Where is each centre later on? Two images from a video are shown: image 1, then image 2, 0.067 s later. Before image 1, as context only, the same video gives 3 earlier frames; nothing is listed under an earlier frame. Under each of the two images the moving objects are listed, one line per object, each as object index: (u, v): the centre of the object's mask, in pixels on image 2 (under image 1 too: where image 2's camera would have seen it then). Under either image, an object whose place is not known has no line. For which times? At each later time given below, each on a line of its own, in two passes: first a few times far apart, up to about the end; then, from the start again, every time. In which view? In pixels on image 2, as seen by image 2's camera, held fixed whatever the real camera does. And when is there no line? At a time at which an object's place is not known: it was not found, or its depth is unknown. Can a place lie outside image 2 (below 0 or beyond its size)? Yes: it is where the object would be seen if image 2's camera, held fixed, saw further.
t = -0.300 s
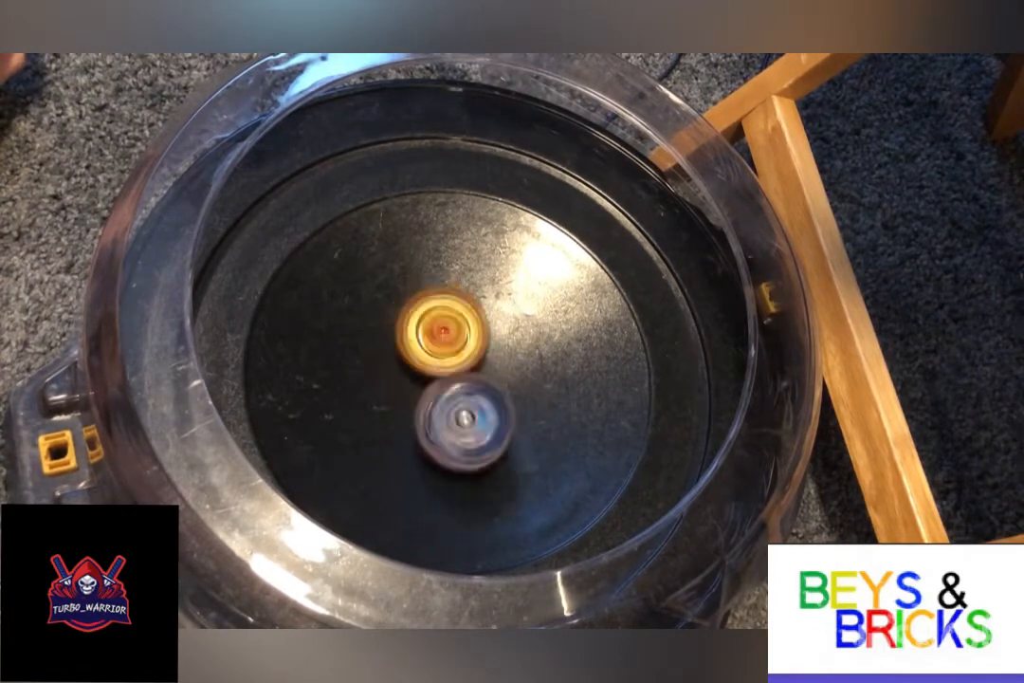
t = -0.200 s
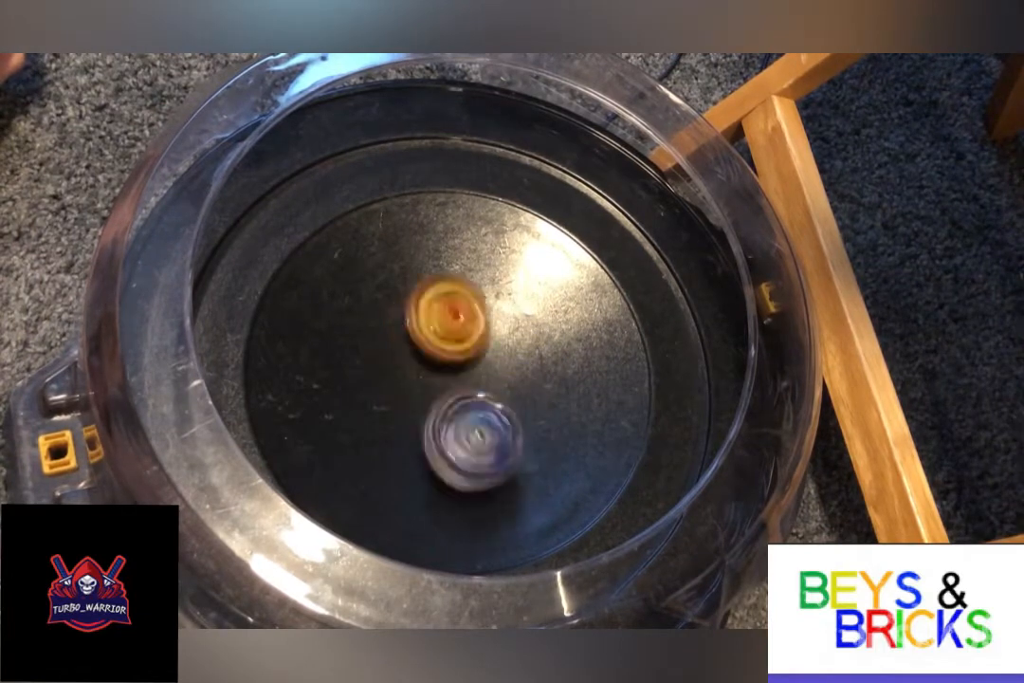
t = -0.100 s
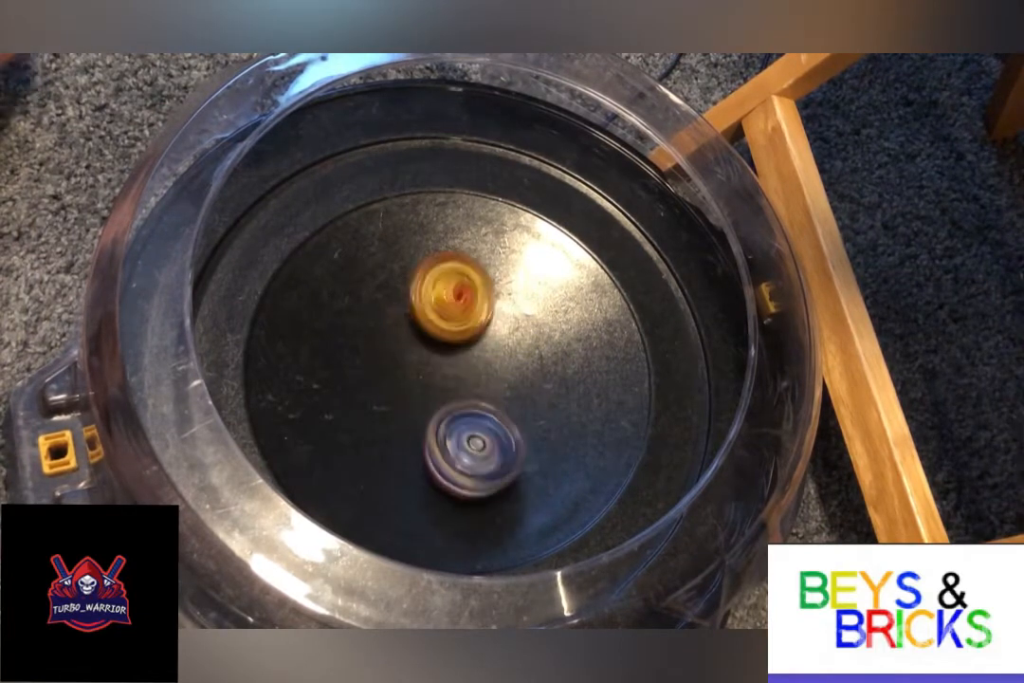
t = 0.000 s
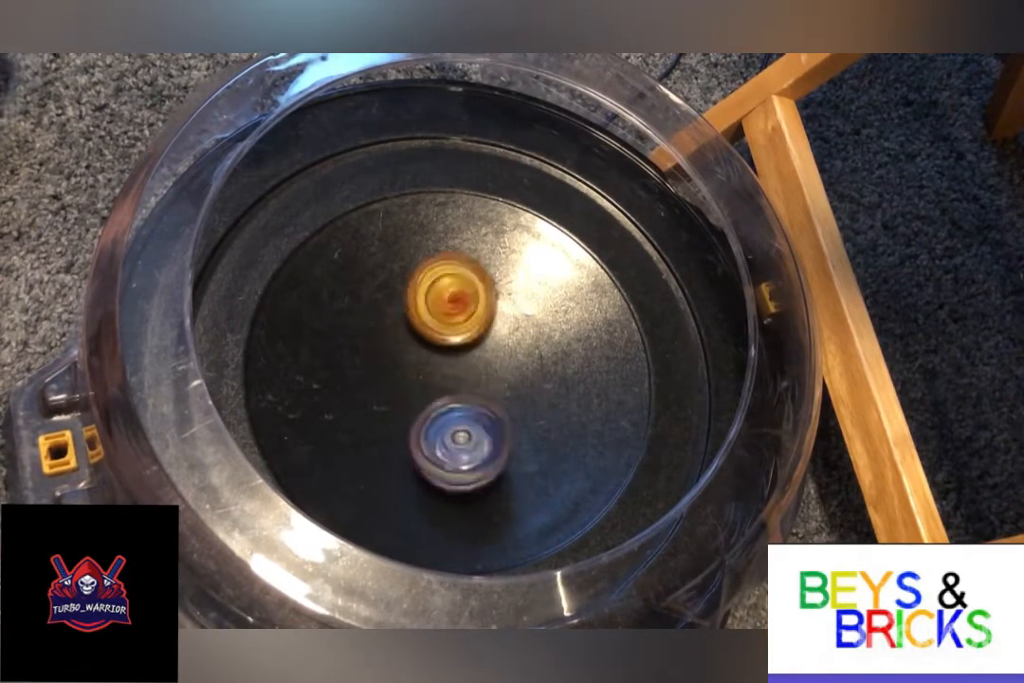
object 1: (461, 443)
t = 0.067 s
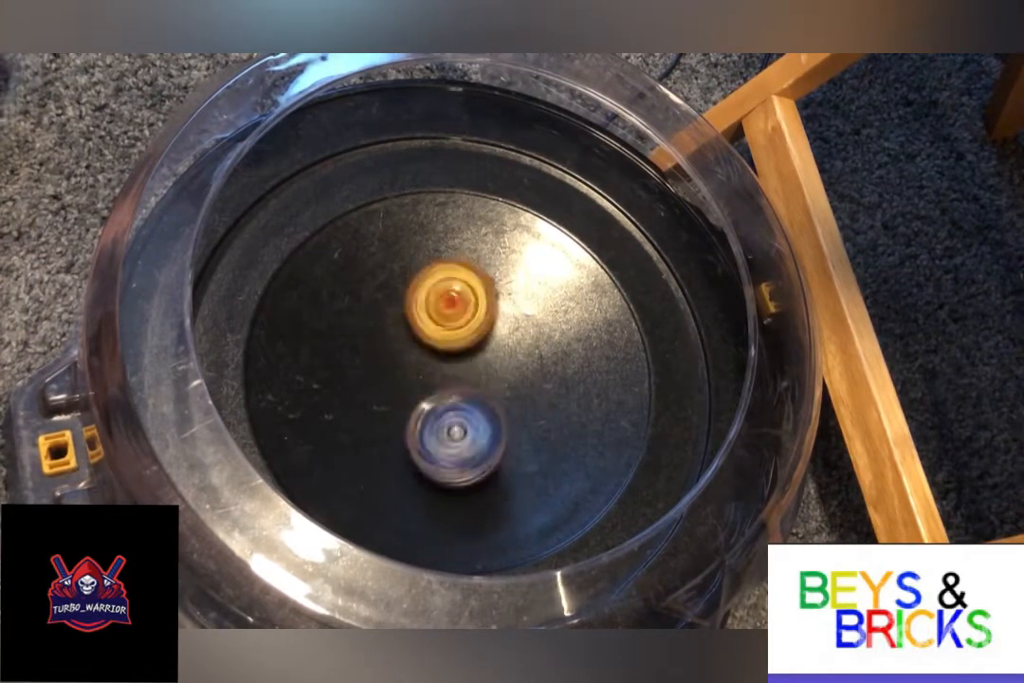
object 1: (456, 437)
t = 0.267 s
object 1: (455, 417)
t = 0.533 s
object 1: (455, 426)
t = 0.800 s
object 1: (448, 424)
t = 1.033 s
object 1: (438, 417)
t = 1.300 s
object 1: (410, 406)
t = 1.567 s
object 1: (389, 394)
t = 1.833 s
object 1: (379, 365)
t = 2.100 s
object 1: (380, 357)
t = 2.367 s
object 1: (394, 372)
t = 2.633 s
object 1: (412, 393)
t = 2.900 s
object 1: (422, 406)
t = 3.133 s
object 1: (416, 396)
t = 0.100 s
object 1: (453, 429)
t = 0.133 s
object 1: (448, 420)
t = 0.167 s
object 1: (447, 411)
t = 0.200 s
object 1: (449, 411)
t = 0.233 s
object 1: (451, 416)
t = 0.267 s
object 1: (455, 417)
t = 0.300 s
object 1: (455, 415)
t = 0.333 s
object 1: (453, 417)
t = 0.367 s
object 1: (455, 419)
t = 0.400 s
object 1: (456, 421)
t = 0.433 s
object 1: (456, 425)
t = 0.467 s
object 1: (457, 428)
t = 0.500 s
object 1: (457, 427)
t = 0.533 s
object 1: (455, 426)
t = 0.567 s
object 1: (451, 427)
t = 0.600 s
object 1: (451, 430)
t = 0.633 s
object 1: (455, 433)
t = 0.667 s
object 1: (458, 433)
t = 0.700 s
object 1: (458, 427)
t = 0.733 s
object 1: (454, 426)
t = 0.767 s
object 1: (450, 424)
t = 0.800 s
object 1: (448, 424)
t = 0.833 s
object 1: (448, 424)
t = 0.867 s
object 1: (448, 425)
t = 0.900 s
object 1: (452, 427)
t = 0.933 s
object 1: (453, 422)
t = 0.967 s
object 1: (450, 419)
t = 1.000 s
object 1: (445, 417)
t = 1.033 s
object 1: (438, 417)
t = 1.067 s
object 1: (434, 415)
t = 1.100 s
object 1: (434, 411)
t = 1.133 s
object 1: (434, 408)
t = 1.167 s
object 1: (432, 409)
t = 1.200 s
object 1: (430, 413)
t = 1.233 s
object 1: (427, 414)
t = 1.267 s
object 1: (418, 409)
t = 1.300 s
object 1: (410, 406)
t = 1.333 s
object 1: (403, 406)
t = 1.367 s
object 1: (399, 404)
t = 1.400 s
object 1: (397, 403)
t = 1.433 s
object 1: (398, 400)
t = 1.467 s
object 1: (396, 397)
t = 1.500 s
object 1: (390, 401)
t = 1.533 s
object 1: (390, 403)
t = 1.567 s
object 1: (389, 394)
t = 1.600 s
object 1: (383, 387)
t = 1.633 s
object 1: (376, 382)
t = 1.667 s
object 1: (371, 378)
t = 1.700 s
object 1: (369, 375)
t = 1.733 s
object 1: (376, 372)
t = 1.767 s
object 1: (378, 369)
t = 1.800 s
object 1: (378, 367)
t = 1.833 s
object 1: (379, 365)
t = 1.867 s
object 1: (380, 363)
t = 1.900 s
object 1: (379, 362)
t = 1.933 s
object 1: (378, 361)
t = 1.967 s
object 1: (380, 360)
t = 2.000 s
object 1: (378, 360)
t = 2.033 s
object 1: (373, 362)
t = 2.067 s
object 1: (376, 362)
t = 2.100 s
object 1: (380, 357)
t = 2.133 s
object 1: (384, 353)
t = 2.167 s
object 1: (383, 350)
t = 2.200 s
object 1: (384, 351)
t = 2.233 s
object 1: (386, 354)
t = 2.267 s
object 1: (390, 357)
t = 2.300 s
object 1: (389, 361)
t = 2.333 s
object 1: (392, 366)
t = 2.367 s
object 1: (394, 372)
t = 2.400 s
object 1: (397, 377)
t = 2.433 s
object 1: (400, 378)
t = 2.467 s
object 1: (401, 376)
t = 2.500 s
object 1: (401, 375)
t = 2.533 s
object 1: (401, 378)
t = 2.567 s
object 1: (404, 383)
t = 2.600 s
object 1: (408, 387)
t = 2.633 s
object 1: (412, 393)
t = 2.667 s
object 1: (416, 397)
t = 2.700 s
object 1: (420, 401)
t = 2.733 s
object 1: (421, 405)
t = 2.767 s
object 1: (423, 407)
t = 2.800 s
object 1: (423, 408)
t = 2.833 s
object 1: (422, 408)
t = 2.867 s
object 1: (422, 407)
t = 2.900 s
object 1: (422, 406)
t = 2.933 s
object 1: (421, 404)
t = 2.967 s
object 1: (420, 402)
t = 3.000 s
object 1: (419, 401)
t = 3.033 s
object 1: (418, 399)
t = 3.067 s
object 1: (417, 398)
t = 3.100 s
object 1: (417, 397)
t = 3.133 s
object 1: (416, 396)
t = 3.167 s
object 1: (416, 396)
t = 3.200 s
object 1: (416, 396)
